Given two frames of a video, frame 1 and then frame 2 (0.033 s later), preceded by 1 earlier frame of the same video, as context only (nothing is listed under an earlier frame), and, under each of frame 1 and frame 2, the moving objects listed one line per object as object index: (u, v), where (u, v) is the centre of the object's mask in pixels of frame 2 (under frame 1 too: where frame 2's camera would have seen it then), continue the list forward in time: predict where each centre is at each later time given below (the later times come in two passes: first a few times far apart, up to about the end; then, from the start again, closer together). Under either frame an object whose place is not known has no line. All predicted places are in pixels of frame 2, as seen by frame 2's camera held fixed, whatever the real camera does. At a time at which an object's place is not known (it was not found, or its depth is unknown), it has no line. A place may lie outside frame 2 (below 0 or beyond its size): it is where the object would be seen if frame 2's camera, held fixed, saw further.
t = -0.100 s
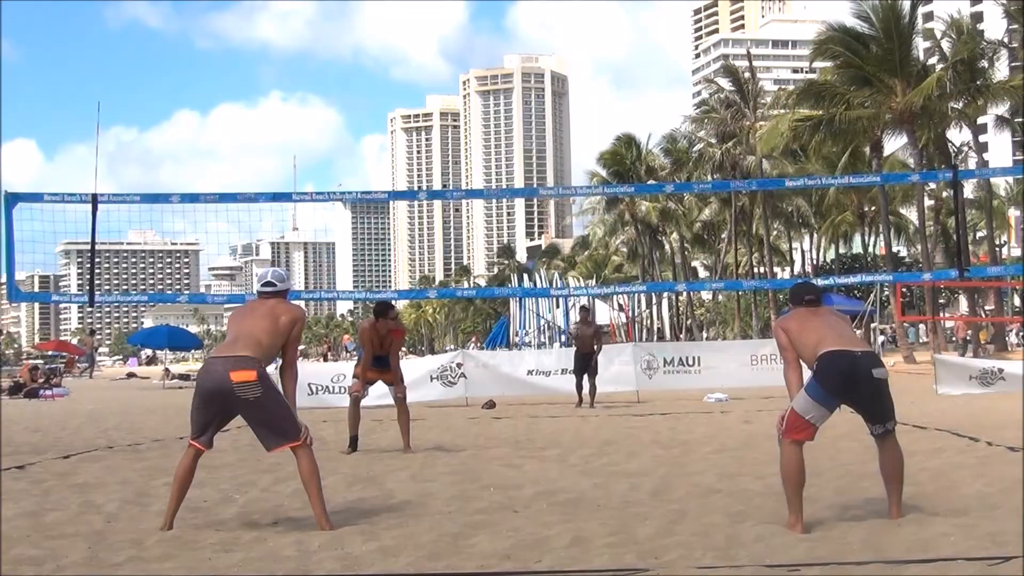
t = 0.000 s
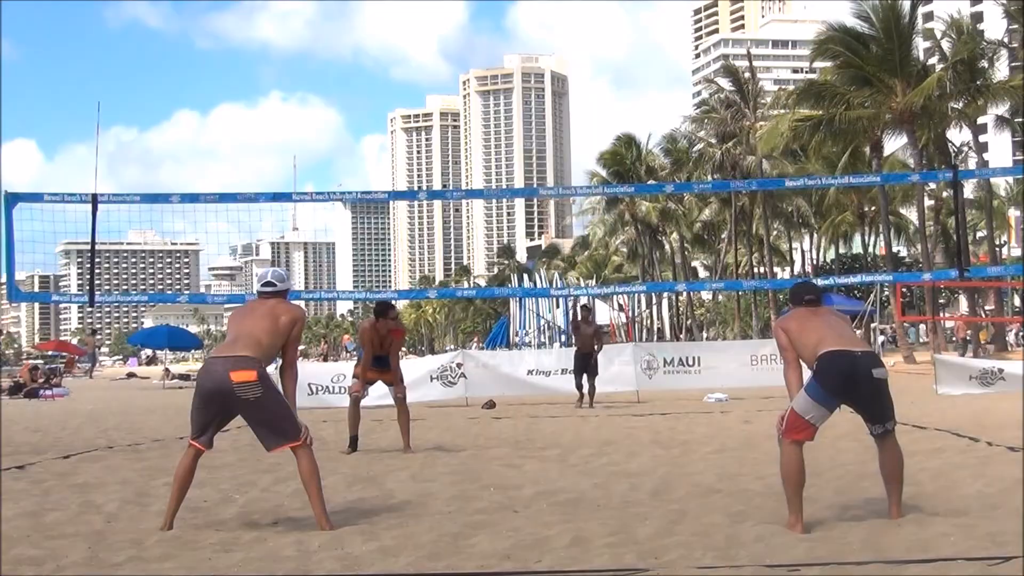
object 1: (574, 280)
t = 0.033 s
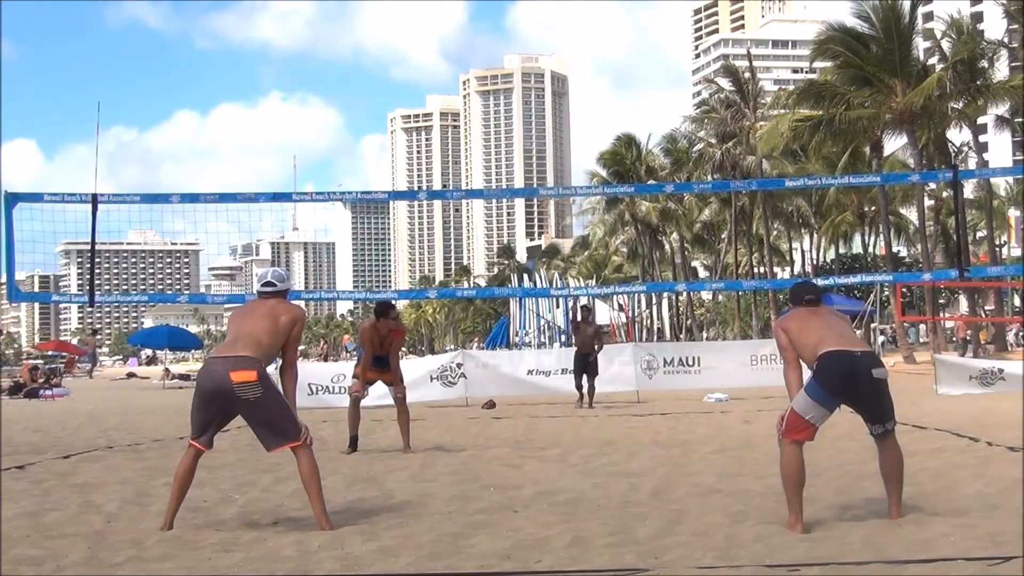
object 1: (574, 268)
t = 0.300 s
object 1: (579, 159)
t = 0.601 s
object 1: (583, 97)
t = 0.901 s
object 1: (588, 92)
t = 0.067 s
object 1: (576, 251)
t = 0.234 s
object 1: (579, 179)
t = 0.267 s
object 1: (578, 169)
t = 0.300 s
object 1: (579, 159)
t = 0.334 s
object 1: (580, 148)
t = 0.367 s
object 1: (580, 139)
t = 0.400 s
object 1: (580, 129)
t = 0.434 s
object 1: (580, 124)
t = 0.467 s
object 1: (581, 117)
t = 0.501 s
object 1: (582, 111)
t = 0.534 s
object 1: (583, 105)
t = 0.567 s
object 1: (583, 100)
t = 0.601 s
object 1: (583, 97)
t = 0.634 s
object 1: (584, 94)
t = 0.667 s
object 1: (584, 91)
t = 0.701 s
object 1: (585, 89)
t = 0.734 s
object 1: (586, 88)
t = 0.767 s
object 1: (586, 87)
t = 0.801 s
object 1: (587, 88)
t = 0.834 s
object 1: (587, 88)
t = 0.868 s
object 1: (588, 90)
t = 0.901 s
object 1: (588, 92)
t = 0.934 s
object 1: (589, 95)
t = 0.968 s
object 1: (590, 99)
